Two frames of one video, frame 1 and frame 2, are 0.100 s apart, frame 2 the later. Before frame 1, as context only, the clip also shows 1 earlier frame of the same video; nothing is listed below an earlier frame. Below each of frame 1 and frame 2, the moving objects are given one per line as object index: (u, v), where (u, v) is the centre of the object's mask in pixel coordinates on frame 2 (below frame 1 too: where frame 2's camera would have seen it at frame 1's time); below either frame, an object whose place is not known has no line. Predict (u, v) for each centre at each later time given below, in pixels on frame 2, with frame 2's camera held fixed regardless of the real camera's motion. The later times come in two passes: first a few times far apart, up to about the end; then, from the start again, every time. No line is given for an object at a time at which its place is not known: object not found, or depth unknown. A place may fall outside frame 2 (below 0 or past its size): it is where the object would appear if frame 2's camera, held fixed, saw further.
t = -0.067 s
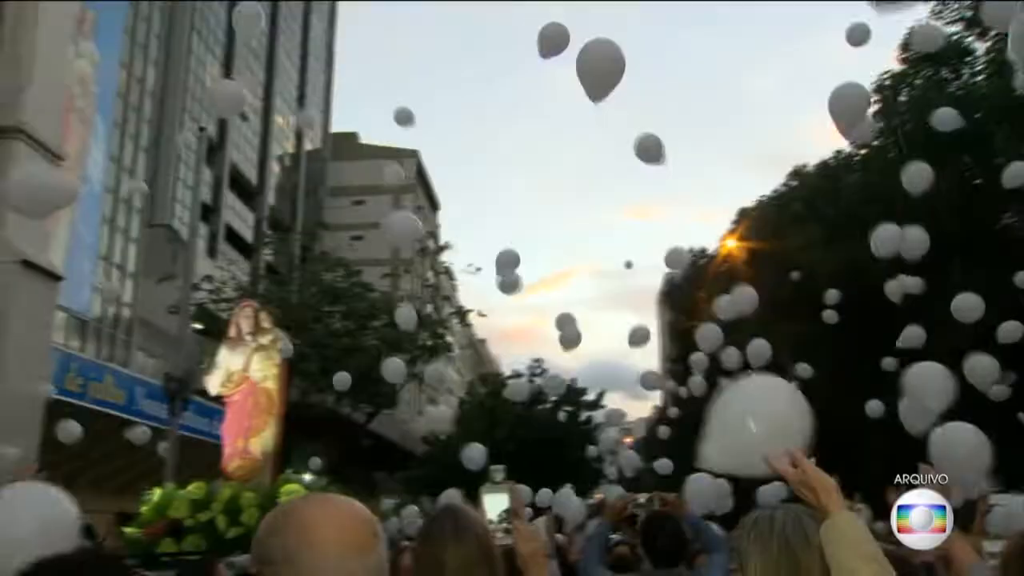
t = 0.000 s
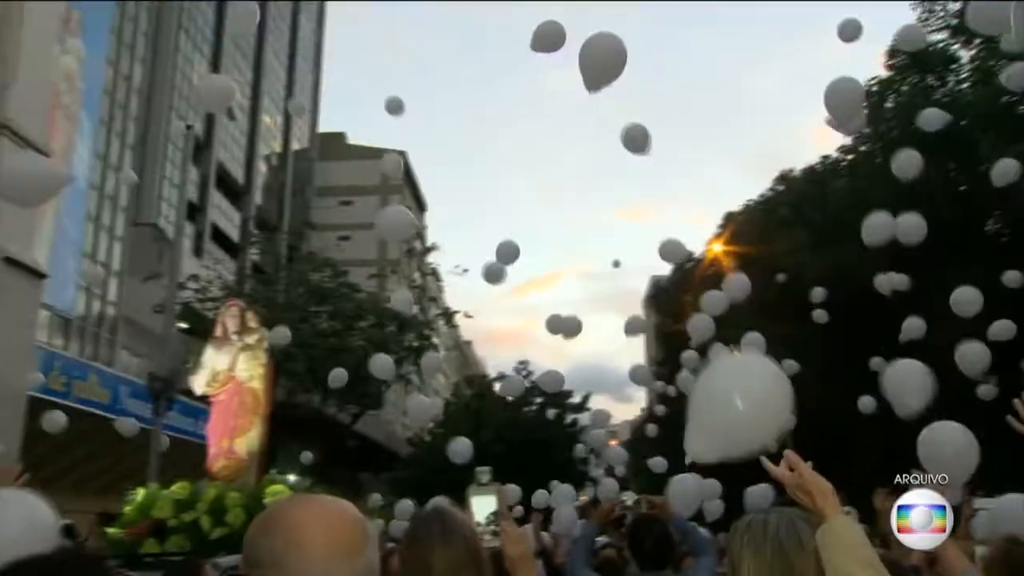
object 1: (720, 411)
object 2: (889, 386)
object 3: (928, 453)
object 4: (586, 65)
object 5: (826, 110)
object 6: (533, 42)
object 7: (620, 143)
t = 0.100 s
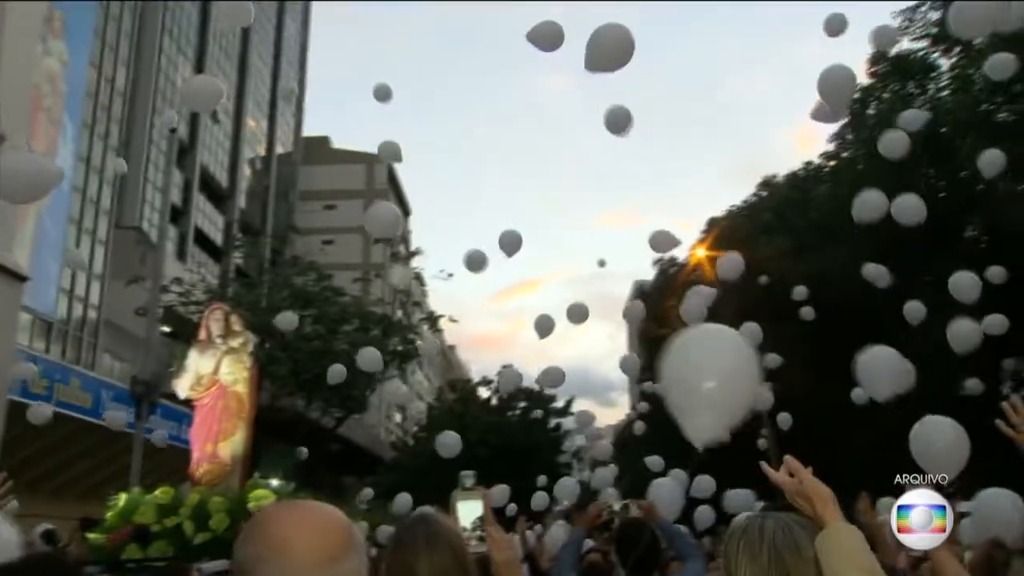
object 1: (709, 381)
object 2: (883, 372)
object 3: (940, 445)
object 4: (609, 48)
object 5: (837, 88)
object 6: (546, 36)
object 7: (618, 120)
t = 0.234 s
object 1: (684, 364)
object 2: (865, 366)
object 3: (963, 439)
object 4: (639, 30)
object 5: (847, 58)
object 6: (563, 31)
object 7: (623, 93)
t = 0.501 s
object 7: (643, 73)
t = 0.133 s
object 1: (702, 376)
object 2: (882, 367)
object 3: (945, 444)
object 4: (616, 43)
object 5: (839, 80)
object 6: (550, 33)
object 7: (618, 111)
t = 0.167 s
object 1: (697, 371)
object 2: (872, 367)
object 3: (952, 444)
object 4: (625, 38)
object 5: (843, 72)
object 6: (554, 32)
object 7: (620, 104)
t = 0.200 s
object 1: (691, 367)
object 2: (868, 367)
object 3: (958, 442)
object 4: (633, 33)
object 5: (845, 65)
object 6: (559, 30)
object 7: (622, 98)
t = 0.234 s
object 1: (684, 364)
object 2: (865, 366)
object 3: (963, 439)
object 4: (639, 30)
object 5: (847, 58)
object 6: (563, 31)
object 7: (623, 93)
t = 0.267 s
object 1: (681, 360)
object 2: (862, 364)
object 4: (646, 27)
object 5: (849, 51)
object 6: (567, 31)
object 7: (625, 89)
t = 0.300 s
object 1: (678, 357)
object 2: (859, 361)
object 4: (651, 24)
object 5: (850, 44)
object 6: (571, 33)
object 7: (627, 86)
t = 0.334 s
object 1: (678, 355)
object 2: (854, 356)
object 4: (658, 22)
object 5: (853, 38)
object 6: (577, 35)
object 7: (629, 84)
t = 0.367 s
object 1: (678, 355)
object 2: (852, 350)
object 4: (665, 18)
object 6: (581, 37)
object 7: (632, 81)
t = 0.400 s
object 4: (672, 15)
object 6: (586, 40)
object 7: (635, 79)
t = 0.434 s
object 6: (591, 42)
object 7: (638, 77)
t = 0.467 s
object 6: (595, 44)
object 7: (640, 75)
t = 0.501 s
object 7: (643, 73)
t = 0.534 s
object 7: (646, 71)
